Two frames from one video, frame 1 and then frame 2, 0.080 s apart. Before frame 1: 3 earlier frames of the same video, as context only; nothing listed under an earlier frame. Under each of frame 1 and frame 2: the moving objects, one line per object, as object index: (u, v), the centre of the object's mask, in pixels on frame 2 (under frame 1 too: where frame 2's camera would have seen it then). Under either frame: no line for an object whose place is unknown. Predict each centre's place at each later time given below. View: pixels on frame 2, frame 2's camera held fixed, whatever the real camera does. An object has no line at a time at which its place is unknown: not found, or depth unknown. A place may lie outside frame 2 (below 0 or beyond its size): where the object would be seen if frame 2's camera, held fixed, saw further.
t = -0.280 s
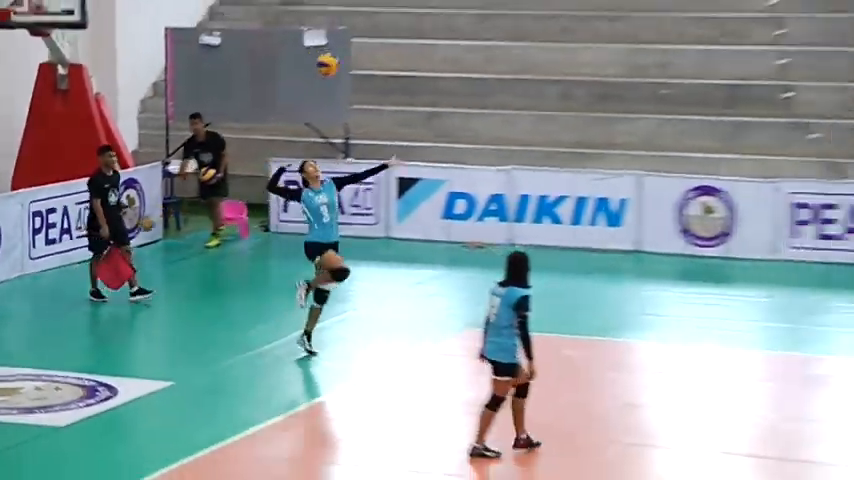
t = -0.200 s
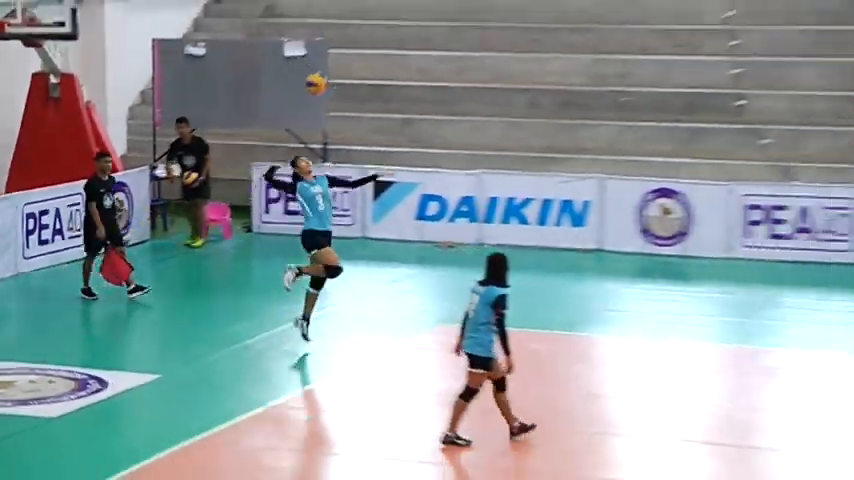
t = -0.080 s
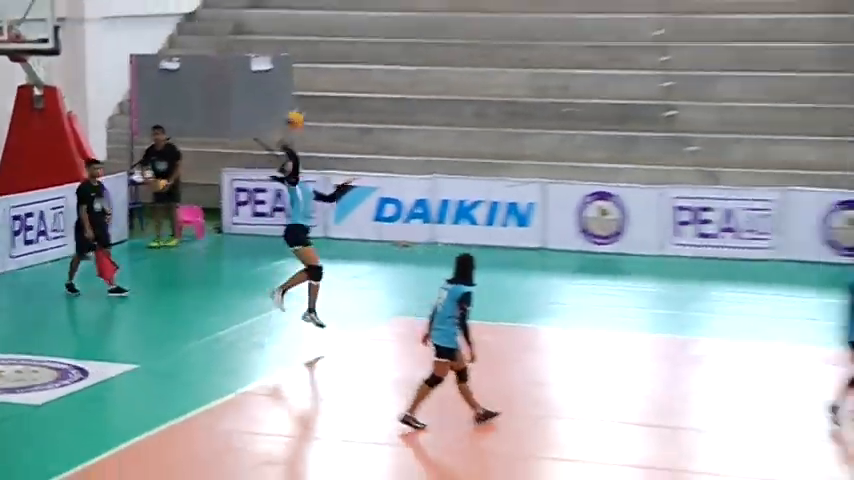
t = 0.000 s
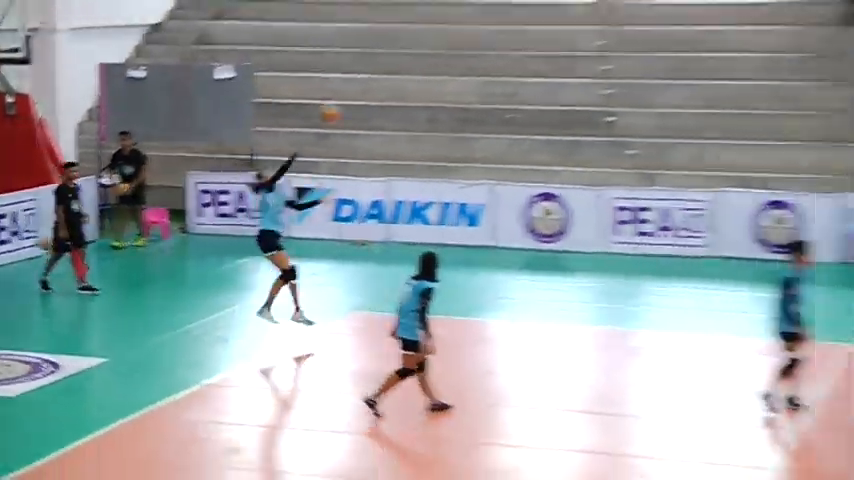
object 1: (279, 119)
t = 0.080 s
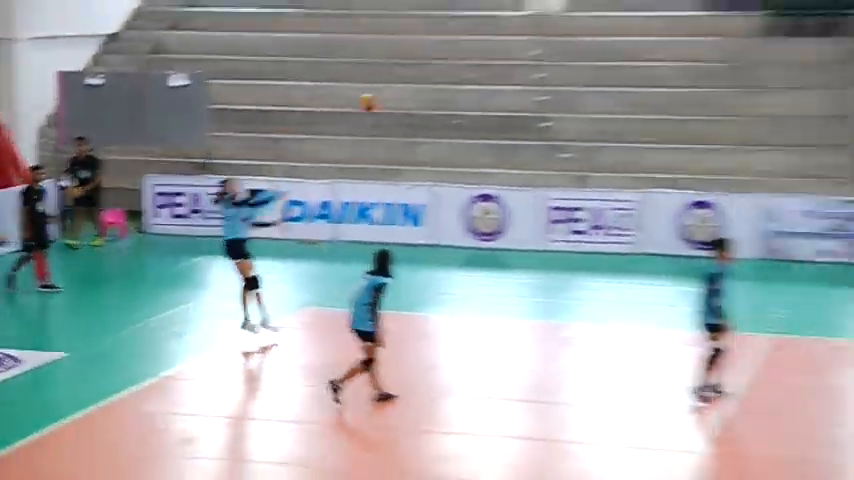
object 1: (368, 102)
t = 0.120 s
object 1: (414, 96)
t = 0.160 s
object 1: (461, 90)
